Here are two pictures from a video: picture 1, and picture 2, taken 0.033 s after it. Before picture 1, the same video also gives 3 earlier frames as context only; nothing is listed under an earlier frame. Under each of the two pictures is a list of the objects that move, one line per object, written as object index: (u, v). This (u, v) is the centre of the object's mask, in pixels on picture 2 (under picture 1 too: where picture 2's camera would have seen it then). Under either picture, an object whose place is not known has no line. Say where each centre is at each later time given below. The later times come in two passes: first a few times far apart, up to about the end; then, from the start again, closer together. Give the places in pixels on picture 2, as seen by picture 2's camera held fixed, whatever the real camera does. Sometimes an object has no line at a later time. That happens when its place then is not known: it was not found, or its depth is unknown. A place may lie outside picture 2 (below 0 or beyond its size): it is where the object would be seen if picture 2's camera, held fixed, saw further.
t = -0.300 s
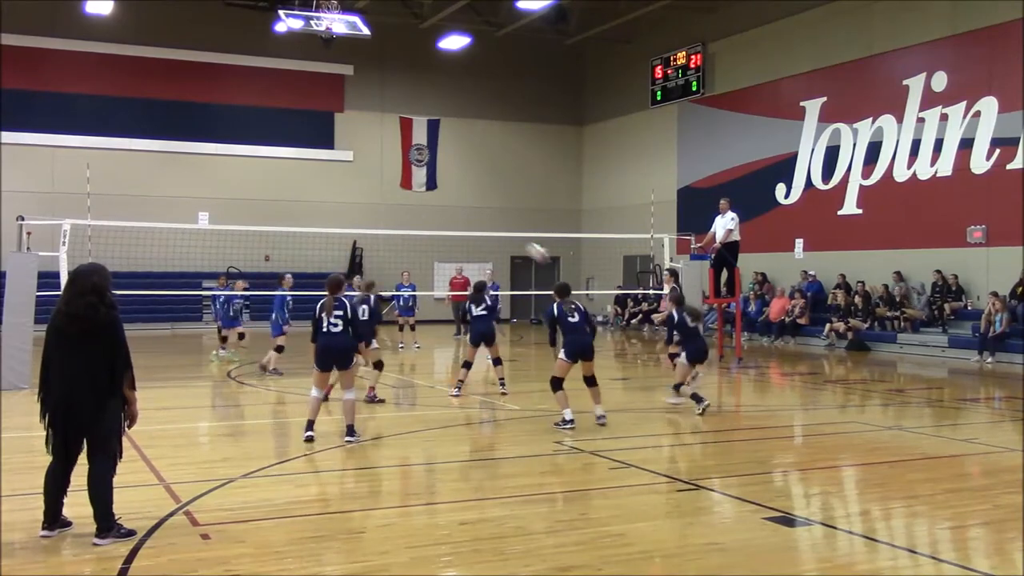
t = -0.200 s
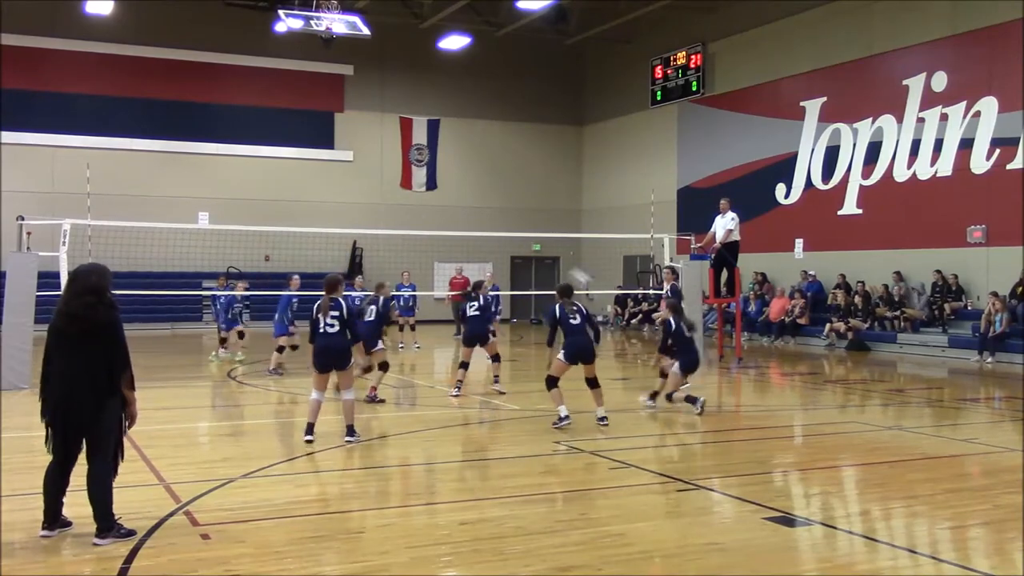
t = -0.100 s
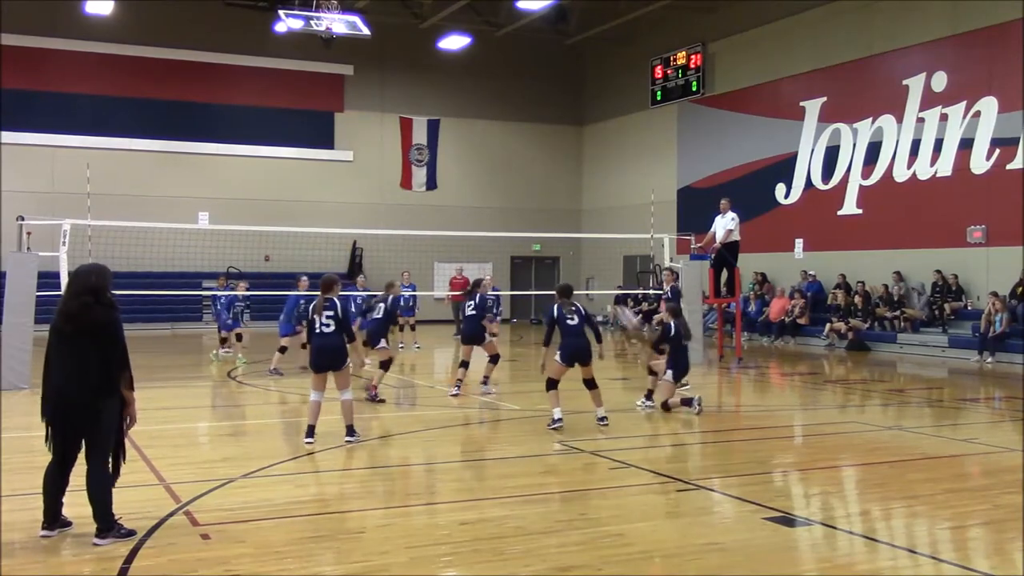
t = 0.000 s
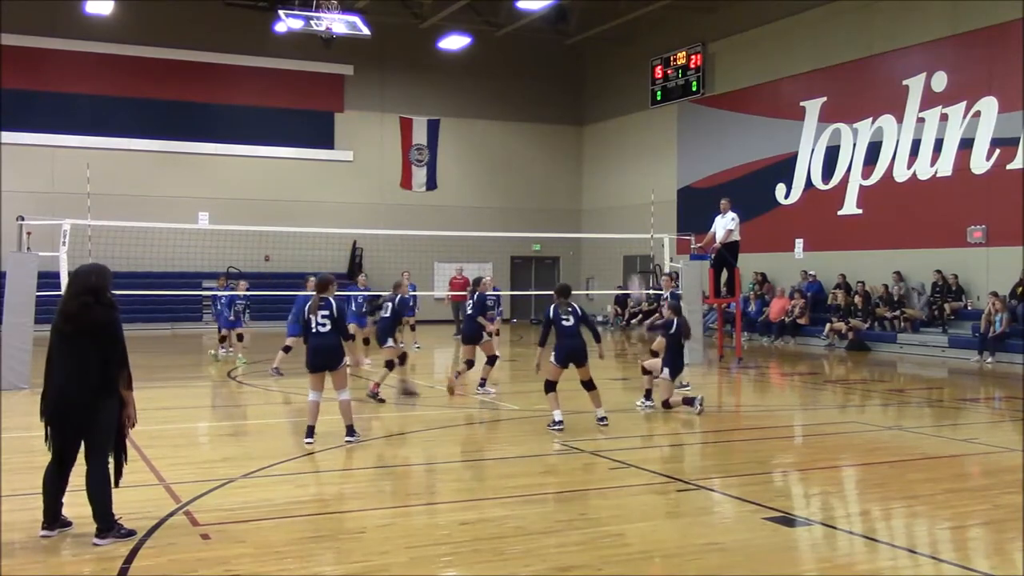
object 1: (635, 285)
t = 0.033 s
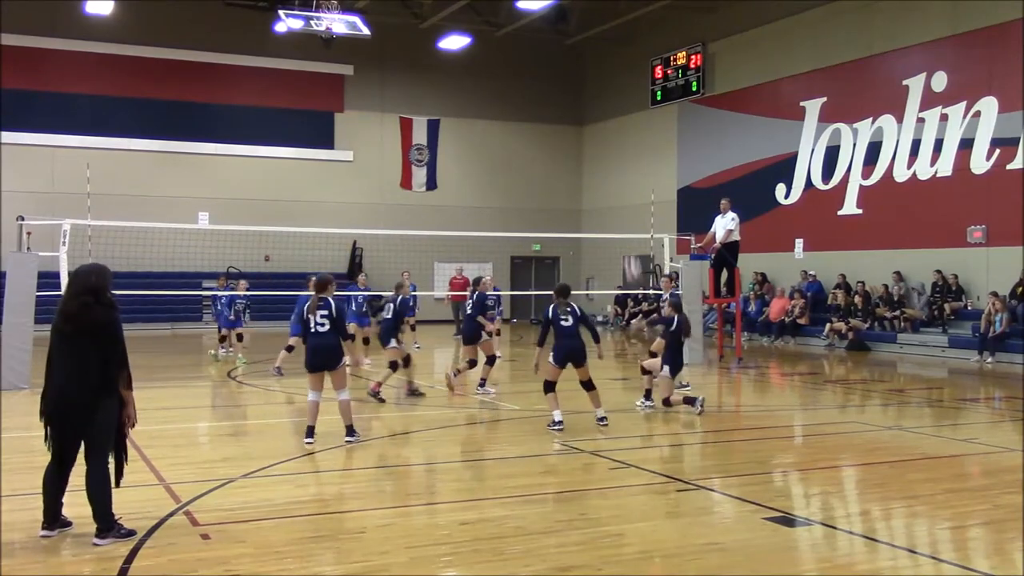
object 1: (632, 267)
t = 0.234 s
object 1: (605, 157)
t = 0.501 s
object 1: (572, 68)
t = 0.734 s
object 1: (543, 37)
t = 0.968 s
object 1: (515, 48)
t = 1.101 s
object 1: (499, 73)
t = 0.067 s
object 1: (627, 248)
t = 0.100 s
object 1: (623, 225)
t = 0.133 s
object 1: (618, 208)
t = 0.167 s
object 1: (612, 189)
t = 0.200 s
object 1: (609, 173)
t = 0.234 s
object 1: (605, 157)
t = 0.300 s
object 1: (596, 128)
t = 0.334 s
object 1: (592, 116)
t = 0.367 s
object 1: (588, 105)
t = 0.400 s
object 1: (584, 95)
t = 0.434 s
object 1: (580, 85)
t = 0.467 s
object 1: (576, 76)
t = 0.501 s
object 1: (572, 68)
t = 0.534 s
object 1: (568, 61)
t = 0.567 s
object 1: (564, 55)
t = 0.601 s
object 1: (560, 50)
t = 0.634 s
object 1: (556, 45)
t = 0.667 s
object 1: (551, 41)
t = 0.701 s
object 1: (548, 39)
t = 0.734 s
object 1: (543, 37)
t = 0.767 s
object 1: (539, 36)
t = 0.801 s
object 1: (535, 36)
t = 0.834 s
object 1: (531, 36)
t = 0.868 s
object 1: (527, 38)
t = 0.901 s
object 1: (523, 40)
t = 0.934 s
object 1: (519, 43)
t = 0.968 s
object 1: (515, 48)
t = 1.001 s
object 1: (511, 52)
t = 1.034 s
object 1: (507, 59)
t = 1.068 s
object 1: (503, 65)
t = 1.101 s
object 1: (499, 73)
